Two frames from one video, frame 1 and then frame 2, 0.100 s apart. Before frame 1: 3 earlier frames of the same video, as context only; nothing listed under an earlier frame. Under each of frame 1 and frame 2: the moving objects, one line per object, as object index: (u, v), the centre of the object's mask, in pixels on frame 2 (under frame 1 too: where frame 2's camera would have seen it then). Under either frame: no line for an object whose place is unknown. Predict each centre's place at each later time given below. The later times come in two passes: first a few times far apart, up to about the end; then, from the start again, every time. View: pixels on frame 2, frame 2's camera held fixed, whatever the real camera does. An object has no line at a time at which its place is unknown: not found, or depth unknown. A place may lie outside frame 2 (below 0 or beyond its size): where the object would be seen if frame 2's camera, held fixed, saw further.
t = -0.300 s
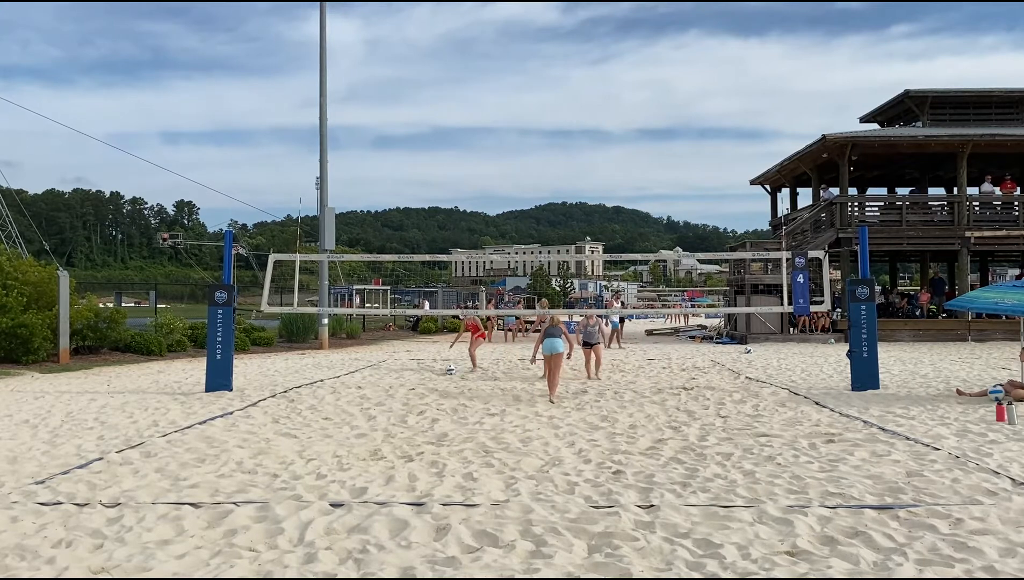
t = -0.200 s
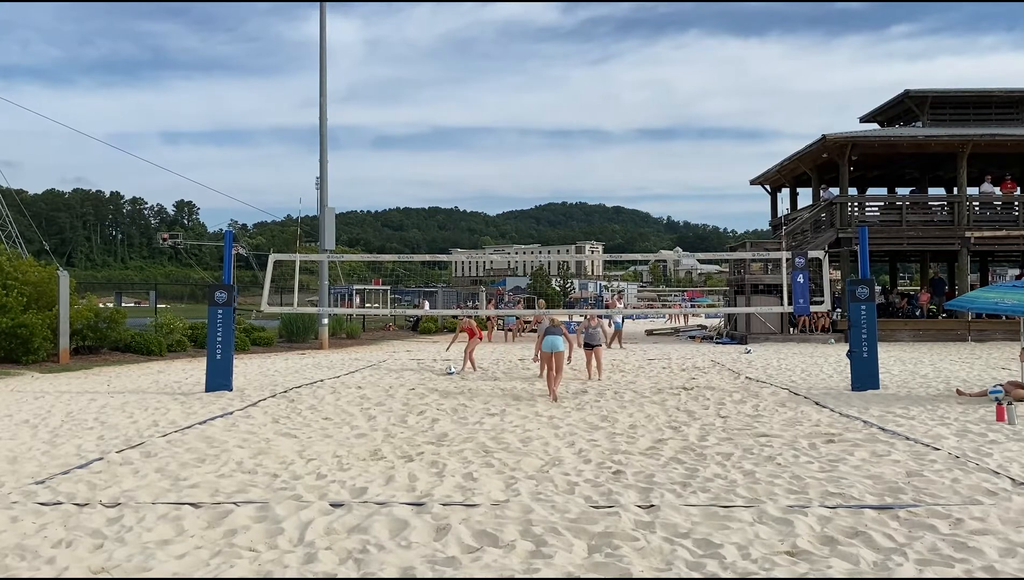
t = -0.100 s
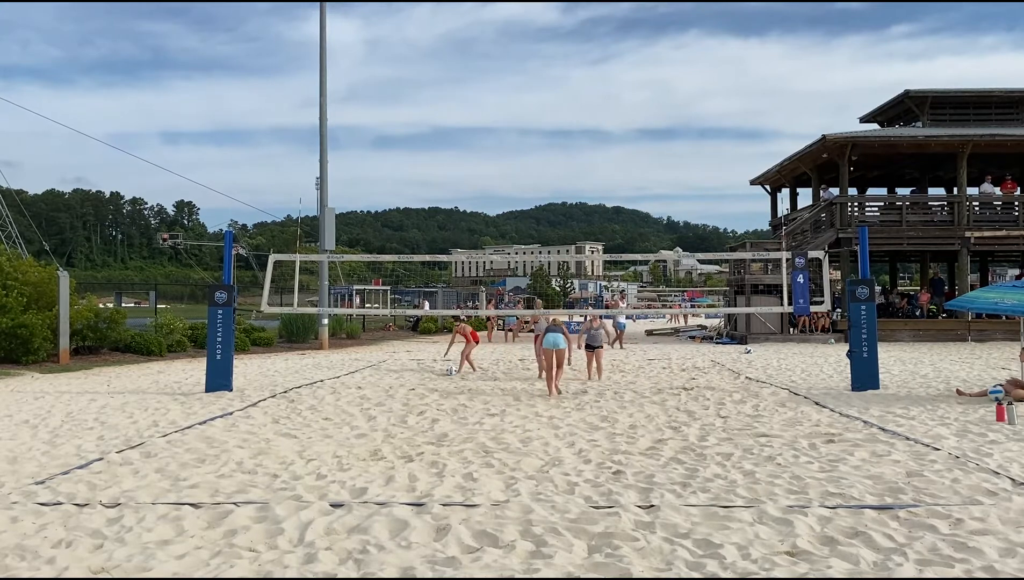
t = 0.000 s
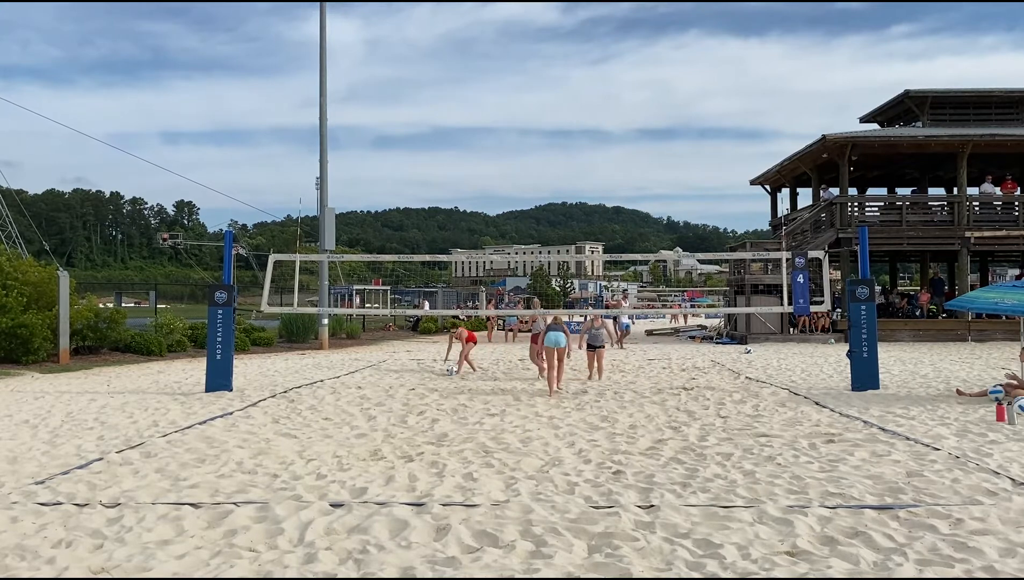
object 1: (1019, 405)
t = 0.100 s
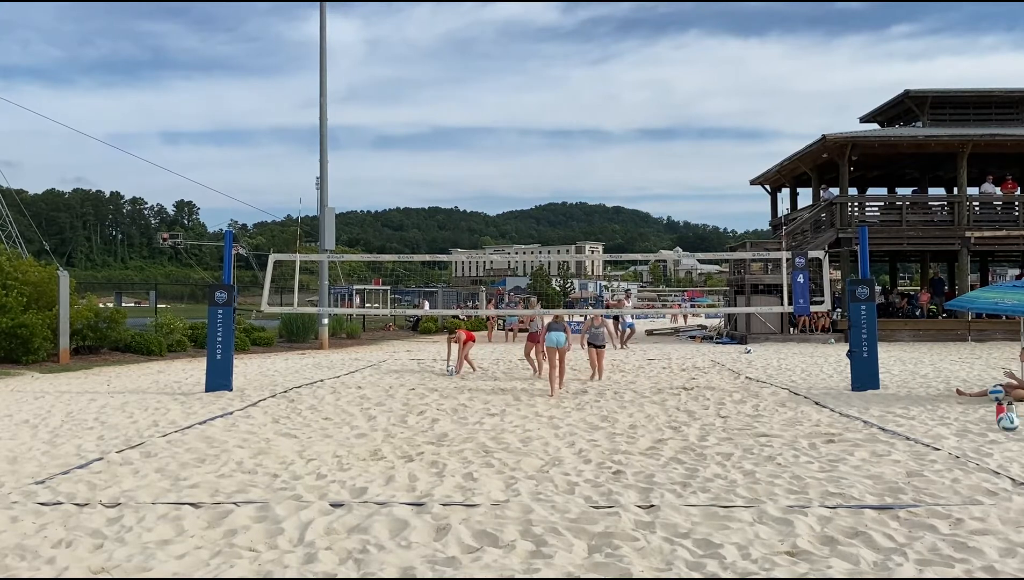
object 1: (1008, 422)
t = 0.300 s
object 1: (983, 422)
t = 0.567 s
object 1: (953, 428)
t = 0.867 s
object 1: (923, 437)
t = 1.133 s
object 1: (900, 442)
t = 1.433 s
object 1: (877, 446)
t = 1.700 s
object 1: (854, 449)
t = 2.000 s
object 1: (830, 452)
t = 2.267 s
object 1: (812, 456)
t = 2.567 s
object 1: (808, 461)
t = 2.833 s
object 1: (812, 462)
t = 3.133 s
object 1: (813, 462)
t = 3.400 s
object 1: (813, 462)
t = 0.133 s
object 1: (1004, 422)
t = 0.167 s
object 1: (1000, 421)
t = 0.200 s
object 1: (995, 422)
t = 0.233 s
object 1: (991, 423)
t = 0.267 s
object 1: (987, 422)
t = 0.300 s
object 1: (983, 422)
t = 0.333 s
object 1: (980, 423)
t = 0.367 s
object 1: (976, 425)
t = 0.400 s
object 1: (971, 428)
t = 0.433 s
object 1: (967, 430)
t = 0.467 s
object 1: (964, 428)
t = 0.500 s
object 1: (960, 427)
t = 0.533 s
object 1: (957, 427)
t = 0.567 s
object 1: (953, 428)
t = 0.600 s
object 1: (949, 430)
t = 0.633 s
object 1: (945, 433)
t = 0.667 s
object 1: (942, 432)
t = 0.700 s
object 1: (938, 431)
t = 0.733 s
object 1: (936, 431)
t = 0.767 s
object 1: (932, 432)
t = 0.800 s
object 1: (929, 434)
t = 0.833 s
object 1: (926, 437)
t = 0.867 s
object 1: (923, 437)
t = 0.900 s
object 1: (919, 438)
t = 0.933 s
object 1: (916, 439)
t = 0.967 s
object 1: (912, 442)
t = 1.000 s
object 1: (909, 442)
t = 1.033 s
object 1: (907, 442)
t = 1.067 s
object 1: (904, 442)
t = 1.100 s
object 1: (902, 442)
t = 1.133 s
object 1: (900, 442)
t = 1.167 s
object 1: (897, 442)
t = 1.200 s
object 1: (895, 443)
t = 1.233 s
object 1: (892, 444)
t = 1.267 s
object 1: (890, 444)
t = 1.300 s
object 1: (888, 446)
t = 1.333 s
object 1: (885, 446)
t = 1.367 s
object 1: (883, 446)
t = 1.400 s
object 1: (880, 446)
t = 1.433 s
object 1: (877, 446)
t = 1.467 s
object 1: (874, 446)
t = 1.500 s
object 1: (872, 447)
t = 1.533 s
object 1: (869, 446)
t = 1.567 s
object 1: (866, 447)
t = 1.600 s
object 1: (862, 447)
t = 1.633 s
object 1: (860, 448)
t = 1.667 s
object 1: (857, 449)
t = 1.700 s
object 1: (854, 449)
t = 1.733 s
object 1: (851, 449)
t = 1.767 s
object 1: (849, 449)
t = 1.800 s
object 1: (846, 450)
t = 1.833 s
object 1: (844, 450)
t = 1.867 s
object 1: (841, 451)
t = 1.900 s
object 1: (838, 452)
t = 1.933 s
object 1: (835, 452)
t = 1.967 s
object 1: (832, 452)
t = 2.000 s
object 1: (830, 452)
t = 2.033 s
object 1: (827, 453)
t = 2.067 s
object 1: (825, 454)
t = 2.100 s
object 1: (822, 455)
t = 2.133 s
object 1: (819, 455)
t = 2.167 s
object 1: (817, 455)
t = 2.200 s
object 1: (815, 455)
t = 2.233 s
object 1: (814, 456)
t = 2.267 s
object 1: (812, 456)
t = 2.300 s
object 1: (811, 456)
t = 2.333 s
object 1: (810, 456)
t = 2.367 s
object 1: (810, 457)
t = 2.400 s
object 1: (809, 458)
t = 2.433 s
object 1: (808, 459)
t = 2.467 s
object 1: (808, 460)
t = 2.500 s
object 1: (808, 461)
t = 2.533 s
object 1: (808, 461)
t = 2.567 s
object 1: (808, 461)
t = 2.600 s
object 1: (808, 461)
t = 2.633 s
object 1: (808, 461)
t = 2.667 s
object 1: (809, 461)
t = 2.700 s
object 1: (809, 461)
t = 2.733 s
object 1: (810, 461)
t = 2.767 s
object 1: (810, 461)
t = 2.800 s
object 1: (811, 461)
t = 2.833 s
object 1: (812, 462)
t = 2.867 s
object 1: (812, 462)
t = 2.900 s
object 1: (813, 462)
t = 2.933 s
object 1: (813, 462)
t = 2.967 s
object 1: (814, 462)
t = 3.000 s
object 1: (814, 462)
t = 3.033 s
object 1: (814, 462)
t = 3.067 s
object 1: (814, 462)
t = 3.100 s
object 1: (814, 462)
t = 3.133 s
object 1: (813, 462)
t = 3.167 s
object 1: (813, 463)
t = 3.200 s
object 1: (813, 462)
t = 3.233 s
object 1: (813, 462)
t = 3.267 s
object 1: (812, 462)
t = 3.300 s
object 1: (812, 462)
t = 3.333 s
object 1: (812, 462)
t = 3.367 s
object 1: (813, 462)
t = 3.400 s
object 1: (813, 462)
